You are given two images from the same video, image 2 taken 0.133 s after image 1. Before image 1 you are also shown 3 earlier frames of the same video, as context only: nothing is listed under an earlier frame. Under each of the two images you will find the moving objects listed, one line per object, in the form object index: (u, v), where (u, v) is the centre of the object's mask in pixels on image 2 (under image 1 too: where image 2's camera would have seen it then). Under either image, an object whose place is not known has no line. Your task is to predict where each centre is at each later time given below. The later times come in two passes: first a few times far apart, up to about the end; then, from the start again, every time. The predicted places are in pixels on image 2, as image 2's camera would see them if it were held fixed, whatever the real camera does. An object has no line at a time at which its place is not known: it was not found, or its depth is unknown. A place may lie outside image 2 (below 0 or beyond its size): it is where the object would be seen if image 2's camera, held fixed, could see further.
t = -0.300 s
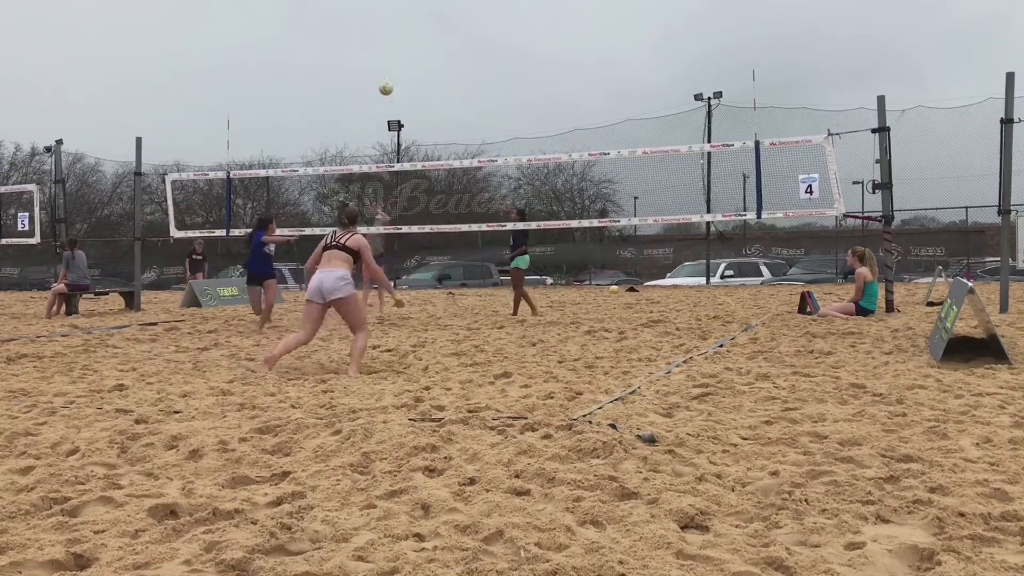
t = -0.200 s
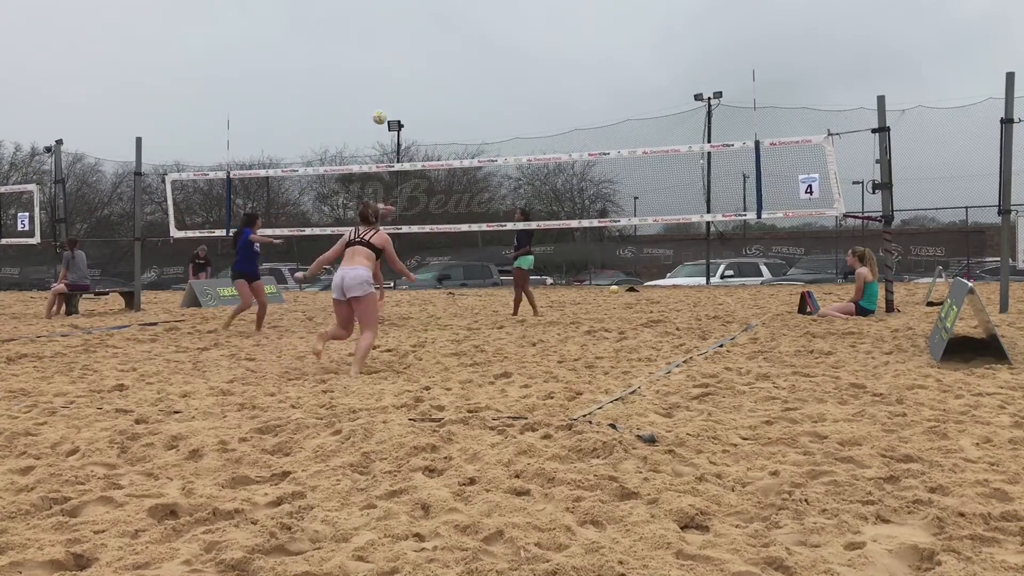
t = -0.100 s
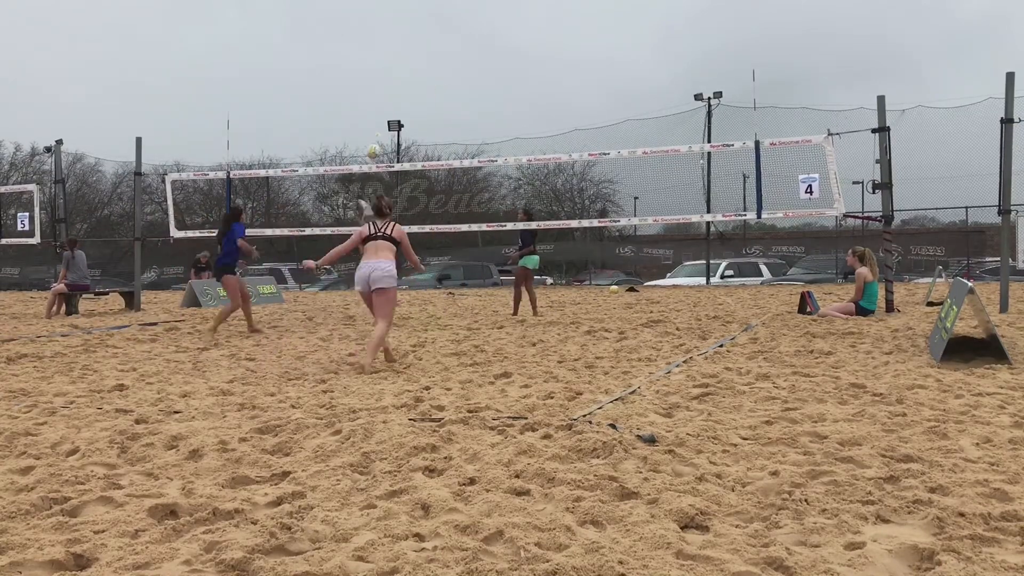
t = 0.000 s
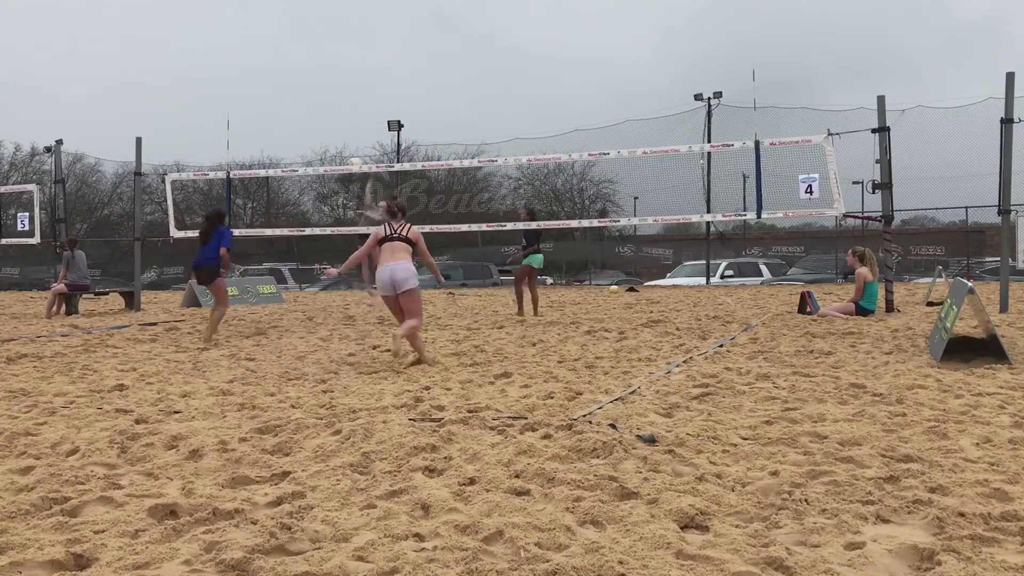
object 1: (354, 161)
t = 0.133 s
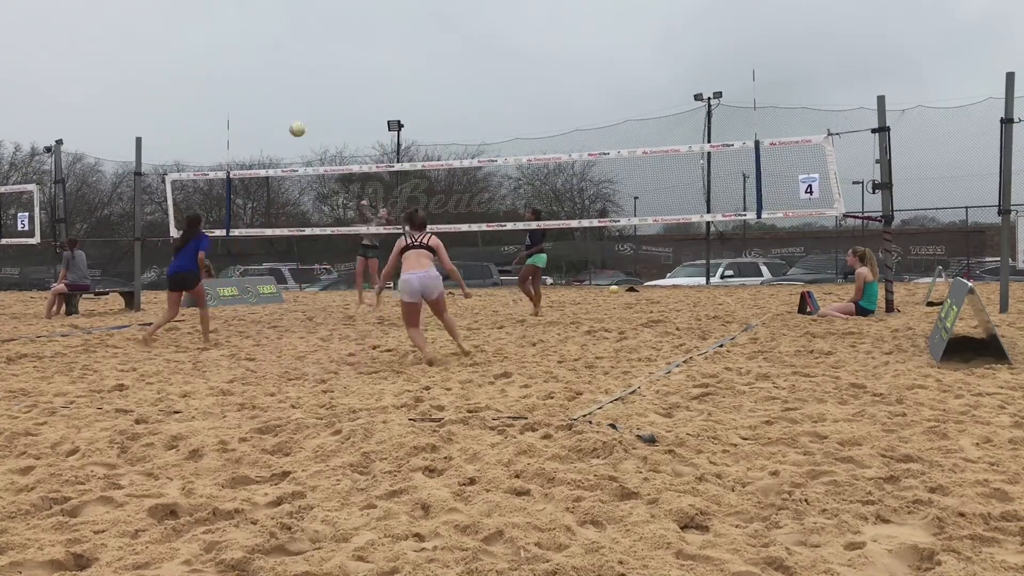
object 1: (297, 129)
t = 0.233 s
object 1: (248, 109)
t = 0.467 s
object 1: (110, 88)
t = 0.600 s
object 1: (14, 99)
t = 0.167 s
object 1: (281, 122)
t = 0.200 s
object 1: (264, 115)
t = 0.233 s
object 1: (248, 109)
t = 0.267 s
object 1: (230, 103)
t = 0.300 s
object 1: (212, 99)
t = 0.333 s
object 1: (193, 95)
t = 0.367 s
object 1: (174, 92)
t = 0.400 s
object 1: (153, 90)
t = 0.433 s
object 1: (132, 88)
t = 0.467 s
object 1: (110, 88)
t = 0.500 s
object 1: (87, 88)
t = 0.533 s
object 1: (63, 91)
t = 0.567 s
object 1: (39, 94)
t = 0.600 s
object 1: (14, 99)
